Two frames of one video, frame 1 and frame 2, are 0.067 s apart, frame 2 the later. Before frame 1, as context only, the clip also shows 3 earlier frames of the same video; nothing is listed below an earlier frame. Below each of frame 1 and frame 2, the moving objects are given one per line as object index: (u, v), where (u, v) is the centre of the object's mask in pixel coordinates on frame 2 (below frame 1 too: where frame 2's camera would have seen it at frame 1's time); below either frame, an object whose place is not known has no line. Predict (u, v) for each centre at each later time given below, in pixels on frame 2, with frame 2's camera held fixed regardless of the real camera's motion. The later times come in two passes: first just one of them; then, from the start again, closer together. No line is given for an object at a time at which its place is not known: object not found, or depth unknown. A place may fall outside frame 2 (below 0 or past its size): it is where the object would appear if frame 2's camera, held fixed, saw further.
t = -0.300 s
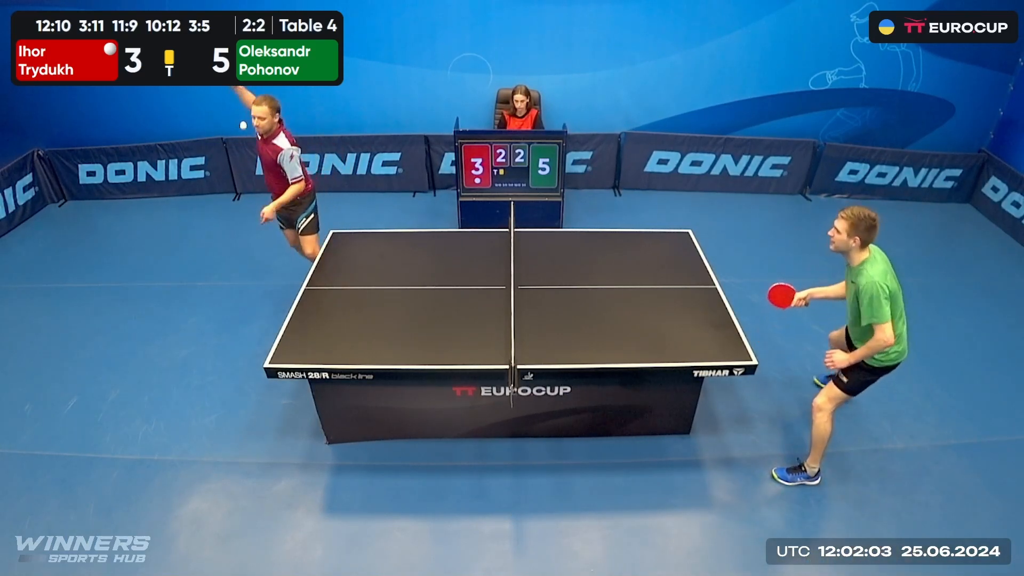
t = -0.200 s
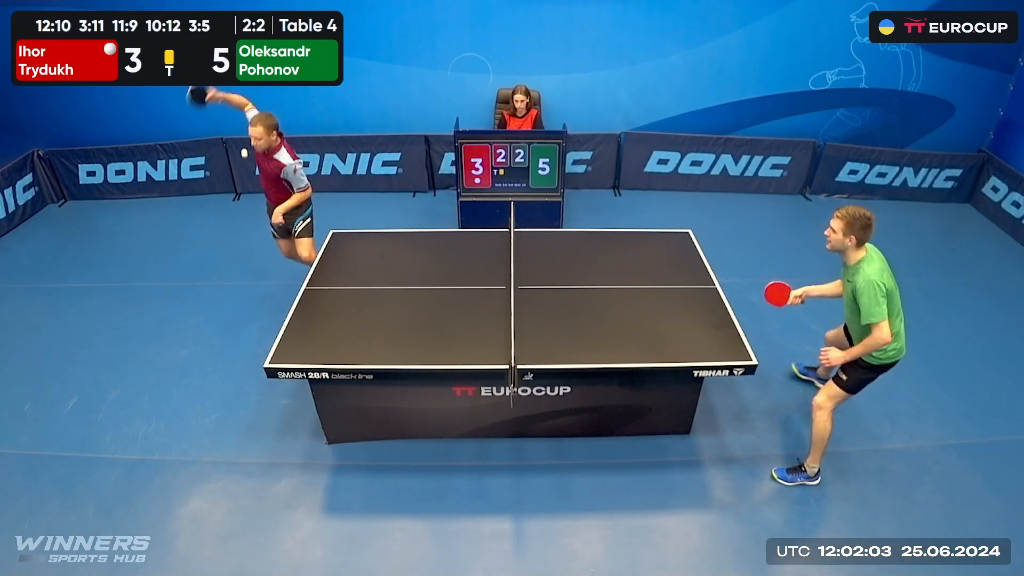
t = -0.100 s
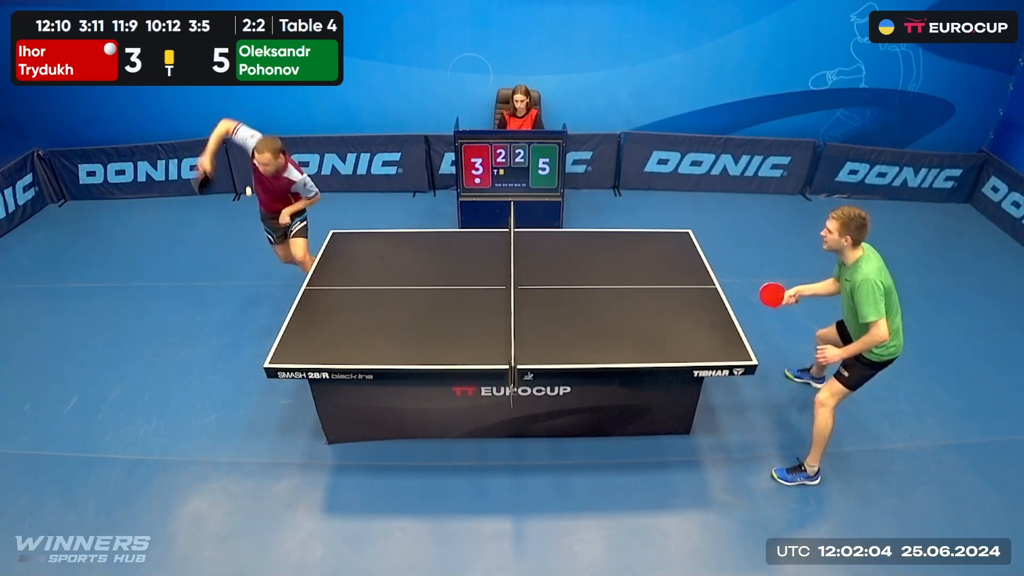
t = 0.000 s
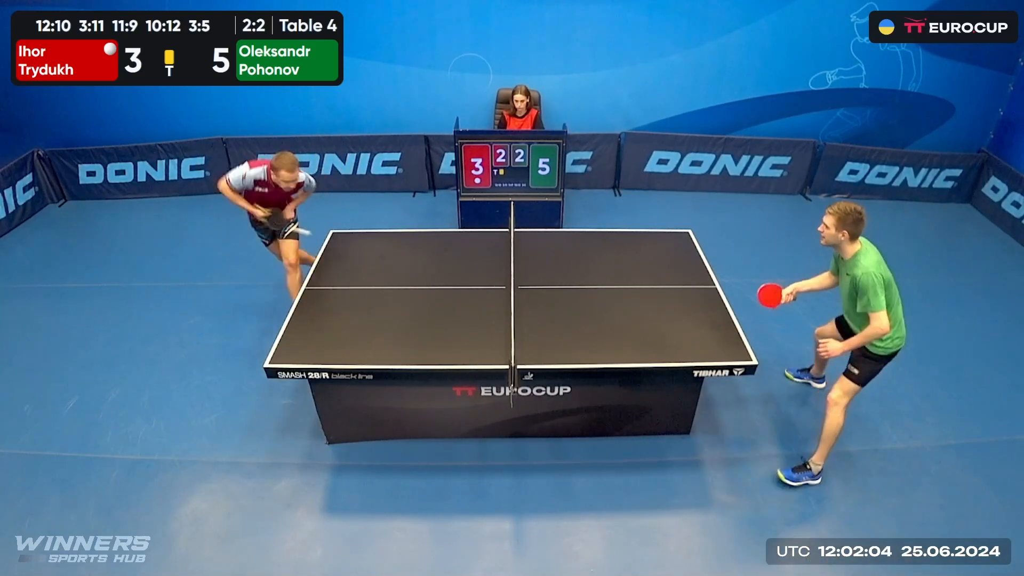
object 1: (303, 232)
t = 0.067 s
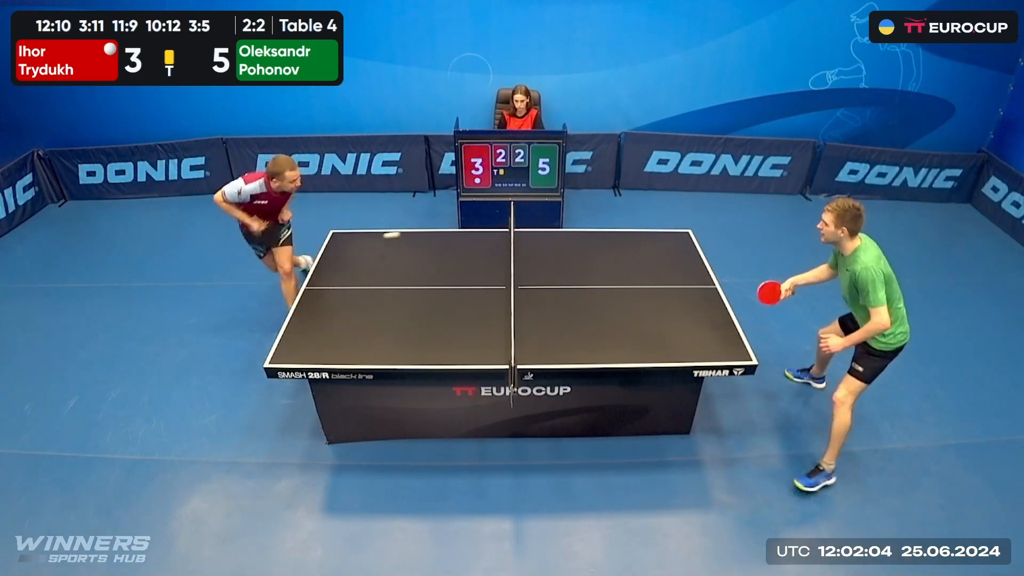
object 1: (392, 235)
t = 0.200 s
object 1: (506, 233)
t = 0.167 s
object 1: (490, 231)
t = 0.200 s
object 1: (506, 233)
